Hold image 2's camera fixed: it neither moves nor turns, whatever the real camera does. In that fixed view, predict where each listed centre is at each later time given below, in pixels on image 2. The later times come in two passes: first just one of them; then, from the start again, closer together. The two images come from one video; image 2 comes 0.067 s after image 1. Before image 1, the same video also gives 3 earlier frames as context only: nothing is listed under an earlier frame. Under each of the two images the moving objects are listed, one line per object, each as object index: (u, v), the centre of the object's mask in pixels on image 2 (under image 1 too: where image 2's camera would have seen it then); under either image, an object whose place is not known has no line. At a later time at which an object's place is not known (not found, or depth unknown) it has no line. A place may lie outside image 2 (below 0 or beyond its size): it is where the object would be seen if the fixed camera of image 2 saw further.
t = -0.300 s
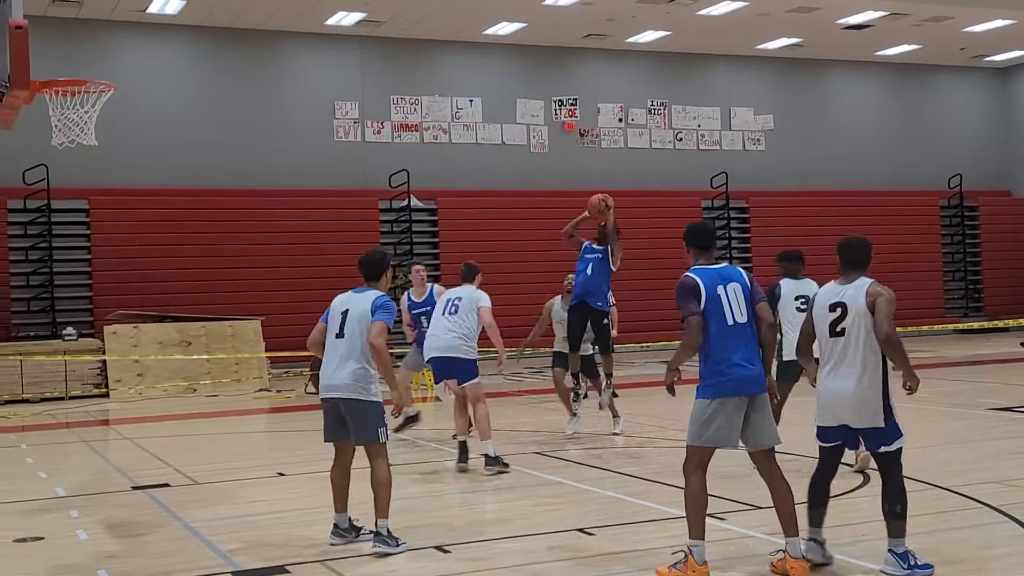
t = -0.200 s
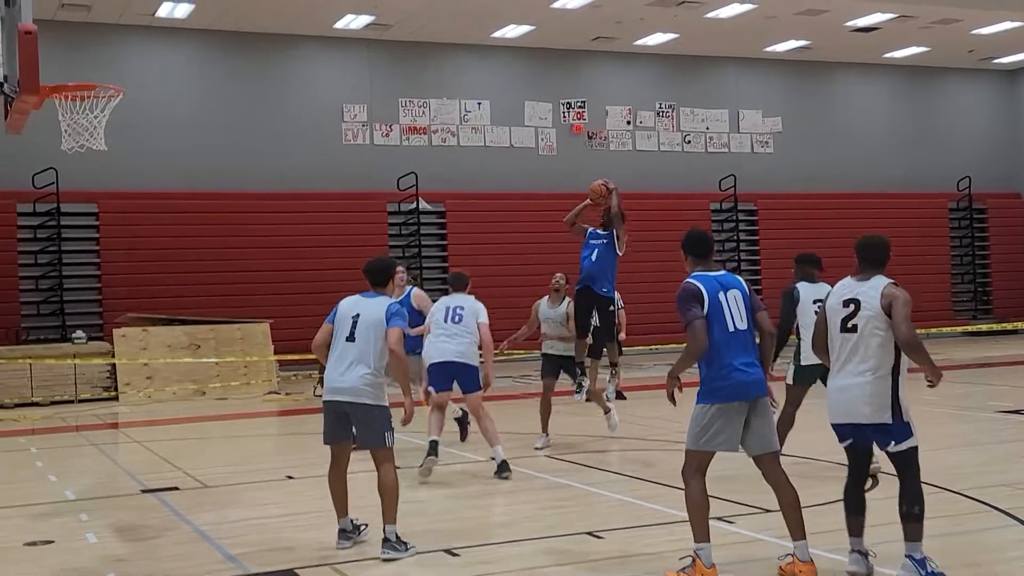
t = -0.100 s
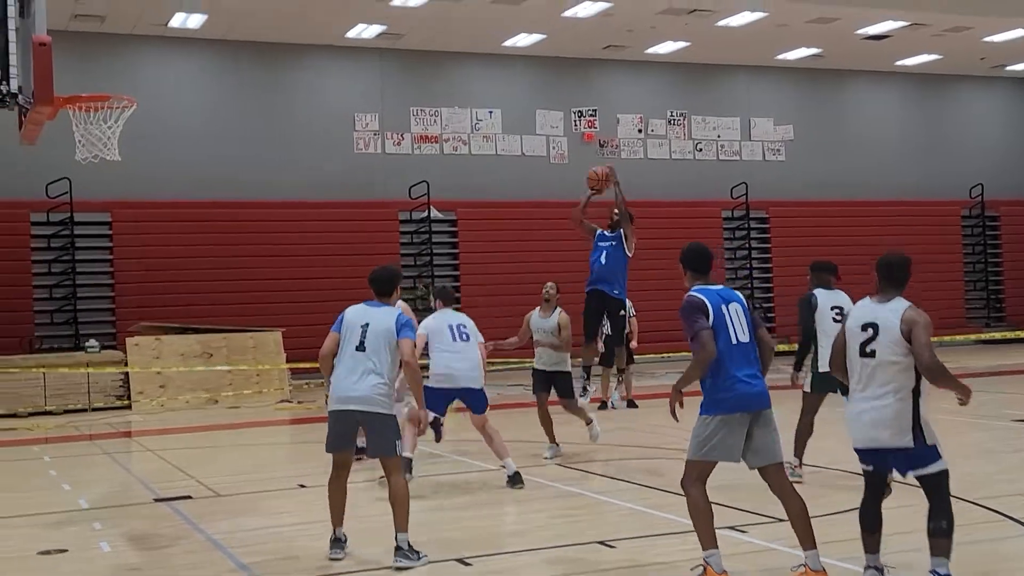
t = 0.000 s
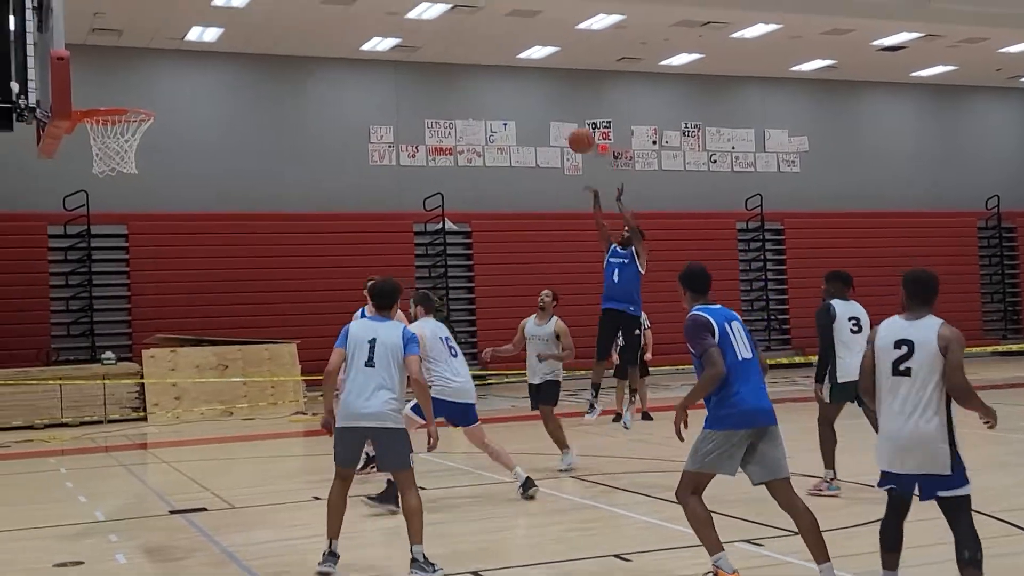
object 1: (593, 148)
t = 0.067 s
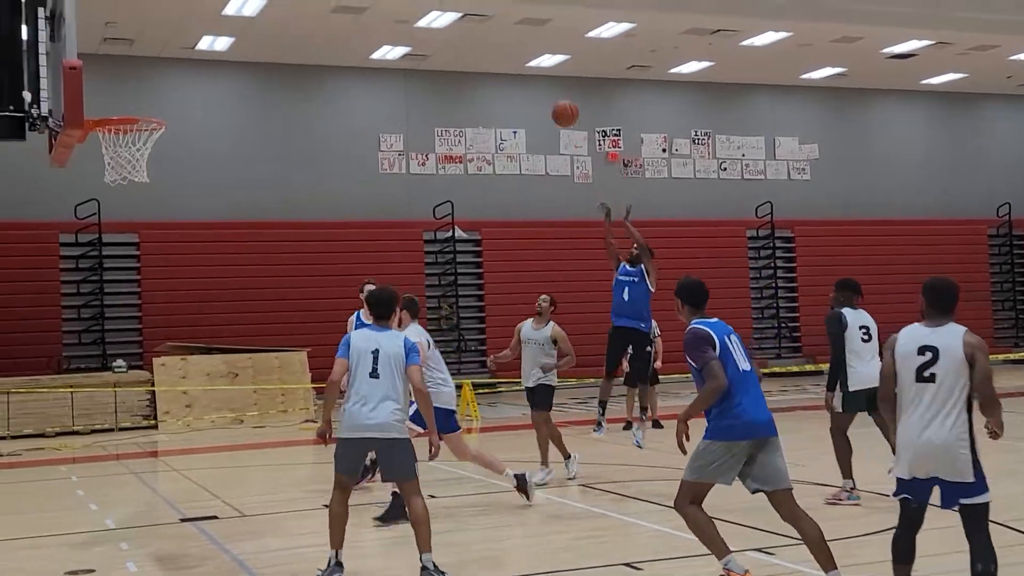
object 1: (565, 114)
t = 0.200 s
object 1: (509, 56)
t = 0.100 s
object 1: (551, 98)
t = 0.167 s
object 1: (523, 67)
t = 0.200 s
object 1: (509, 56)
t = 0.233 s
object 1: (494, 45)
